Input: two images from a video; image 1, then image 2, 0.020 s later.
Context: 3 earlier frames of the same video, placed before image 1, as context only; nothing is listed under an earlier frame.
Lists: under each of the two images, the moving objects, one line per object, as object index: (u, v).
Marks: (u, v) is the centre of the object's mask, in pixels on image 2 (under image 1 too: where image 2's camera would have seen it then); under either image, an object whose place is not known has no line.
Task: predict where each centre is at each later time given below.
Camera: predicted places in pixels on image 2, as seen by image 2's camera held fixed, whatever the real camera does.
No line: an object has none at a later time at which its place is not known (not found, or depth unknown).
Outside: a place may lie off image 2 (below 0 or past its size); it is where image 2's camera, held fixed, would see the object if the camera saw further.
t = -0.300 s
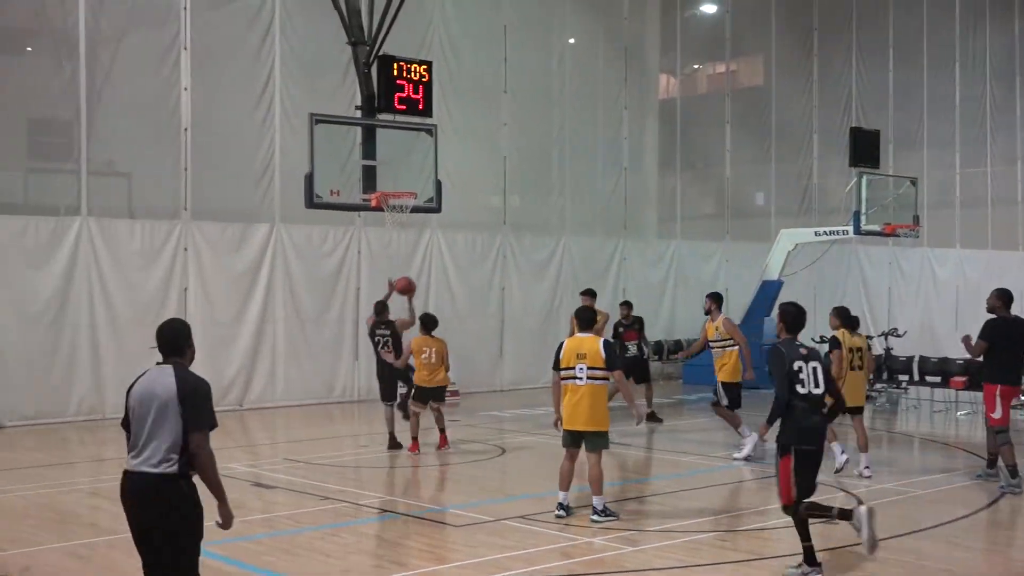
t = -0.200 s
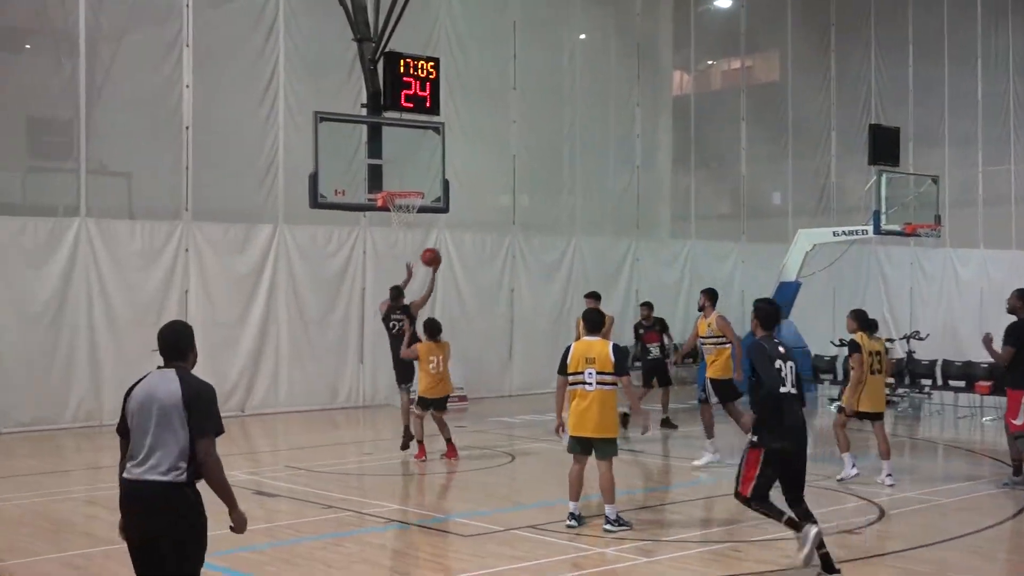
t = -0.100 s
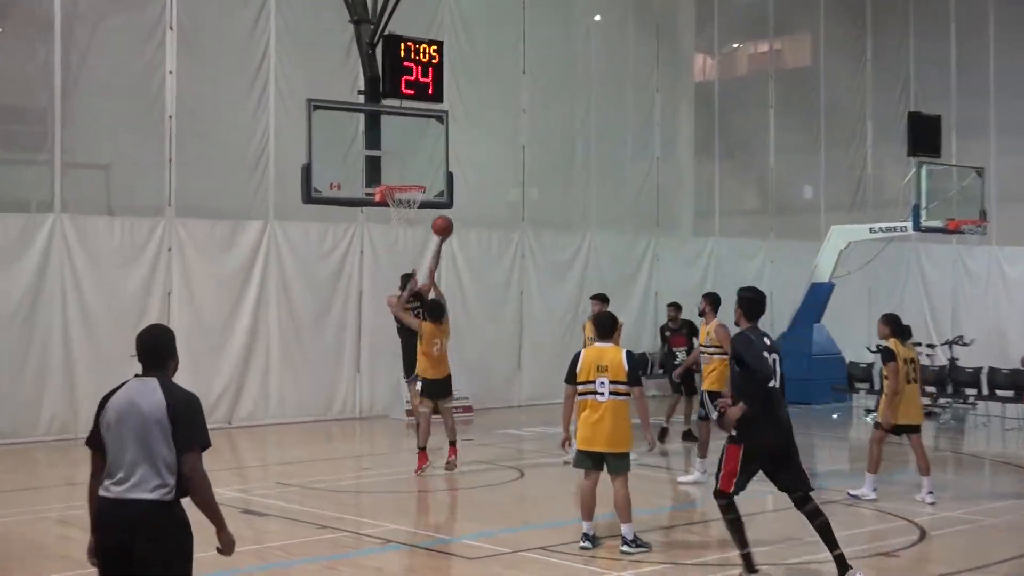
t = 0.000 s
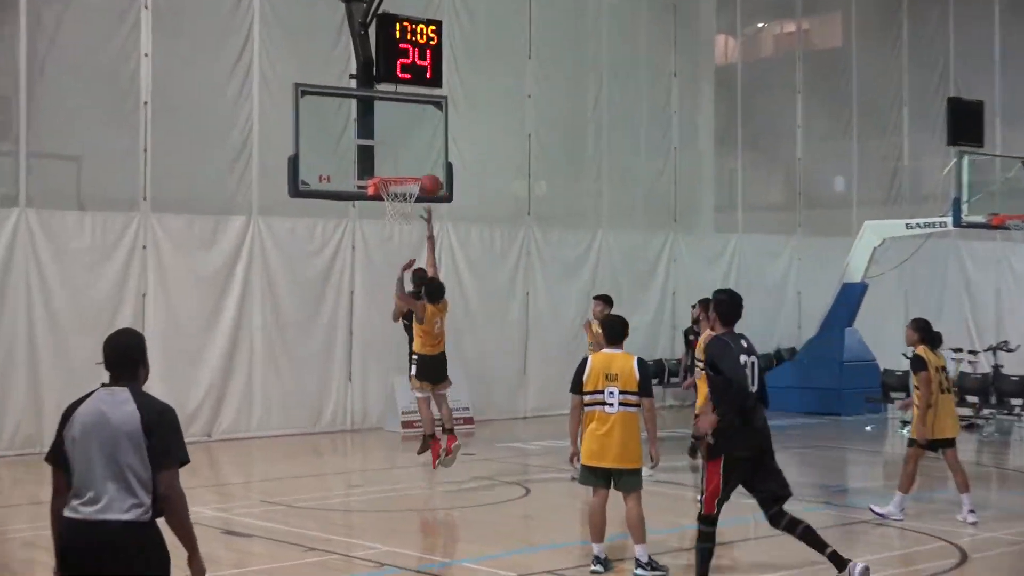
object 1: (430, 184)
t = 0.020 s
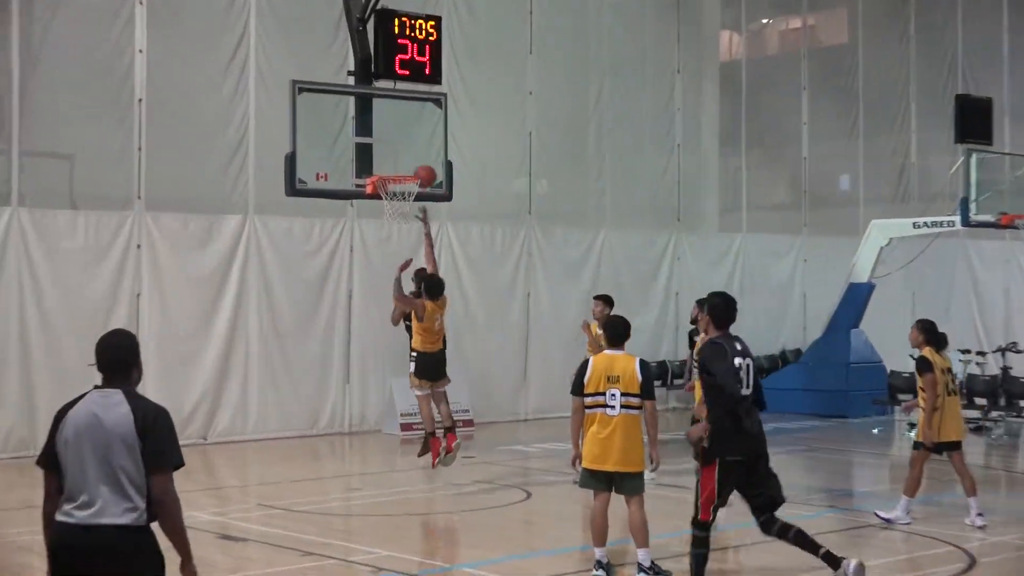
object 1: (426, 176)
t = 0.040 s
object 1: (421, 169)
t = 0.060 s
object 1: (417, 164)
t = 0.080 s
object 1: (414, 158)
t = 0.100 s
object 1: (411, 153)
